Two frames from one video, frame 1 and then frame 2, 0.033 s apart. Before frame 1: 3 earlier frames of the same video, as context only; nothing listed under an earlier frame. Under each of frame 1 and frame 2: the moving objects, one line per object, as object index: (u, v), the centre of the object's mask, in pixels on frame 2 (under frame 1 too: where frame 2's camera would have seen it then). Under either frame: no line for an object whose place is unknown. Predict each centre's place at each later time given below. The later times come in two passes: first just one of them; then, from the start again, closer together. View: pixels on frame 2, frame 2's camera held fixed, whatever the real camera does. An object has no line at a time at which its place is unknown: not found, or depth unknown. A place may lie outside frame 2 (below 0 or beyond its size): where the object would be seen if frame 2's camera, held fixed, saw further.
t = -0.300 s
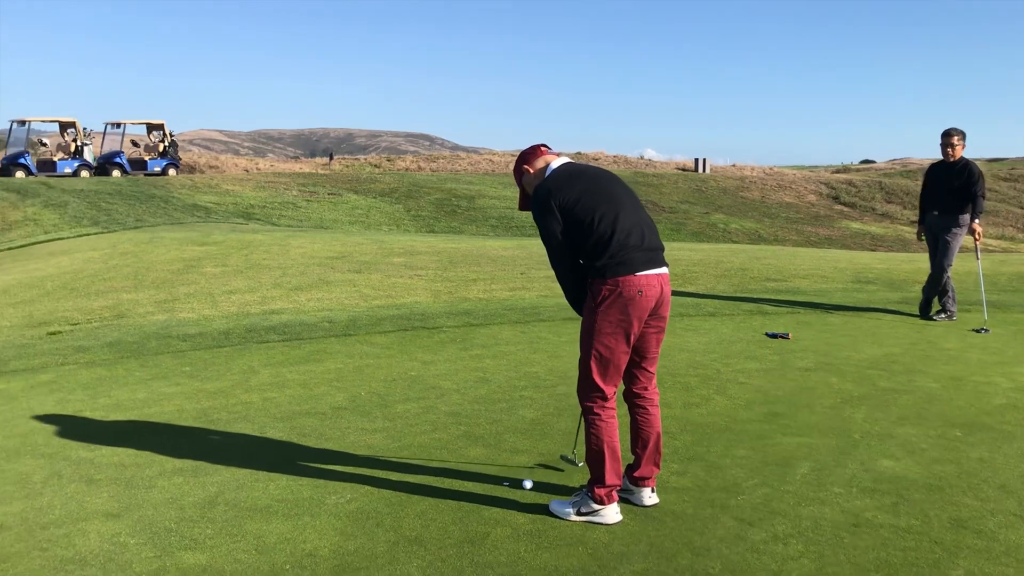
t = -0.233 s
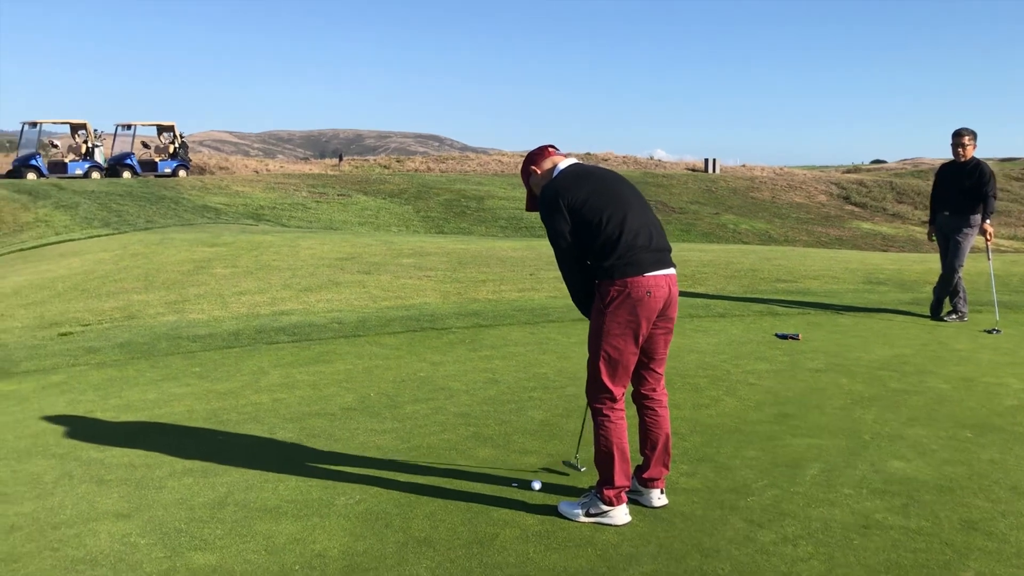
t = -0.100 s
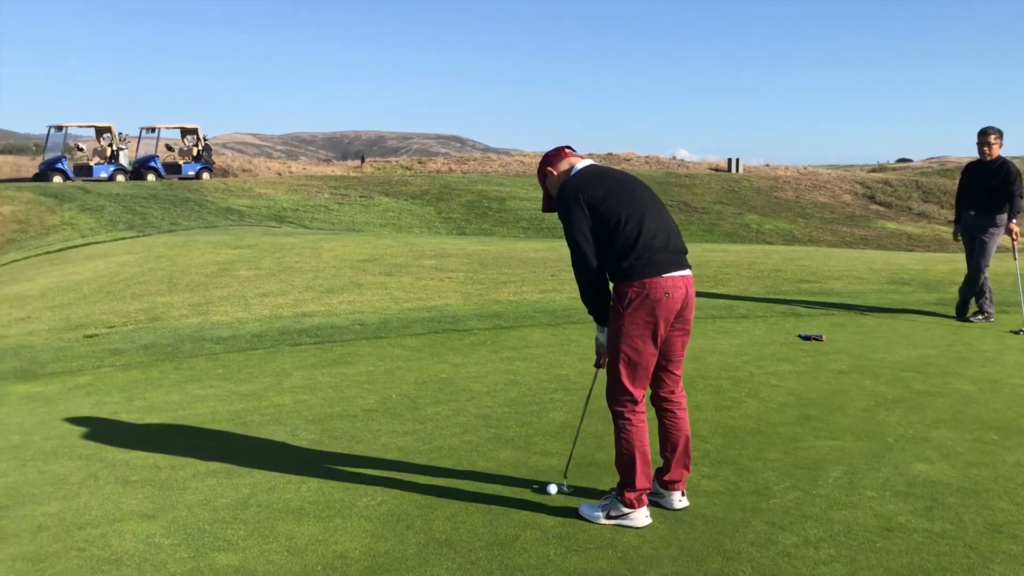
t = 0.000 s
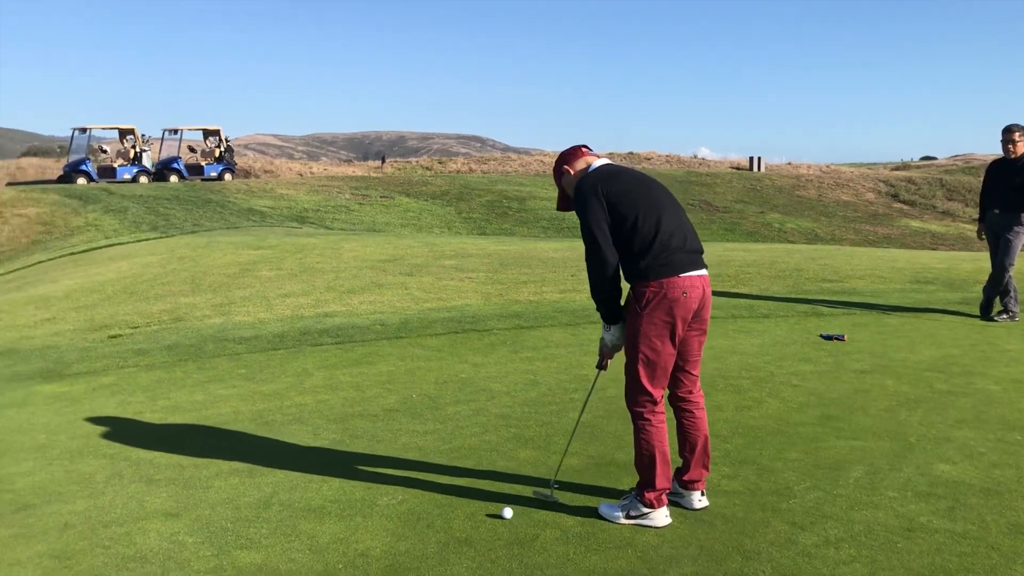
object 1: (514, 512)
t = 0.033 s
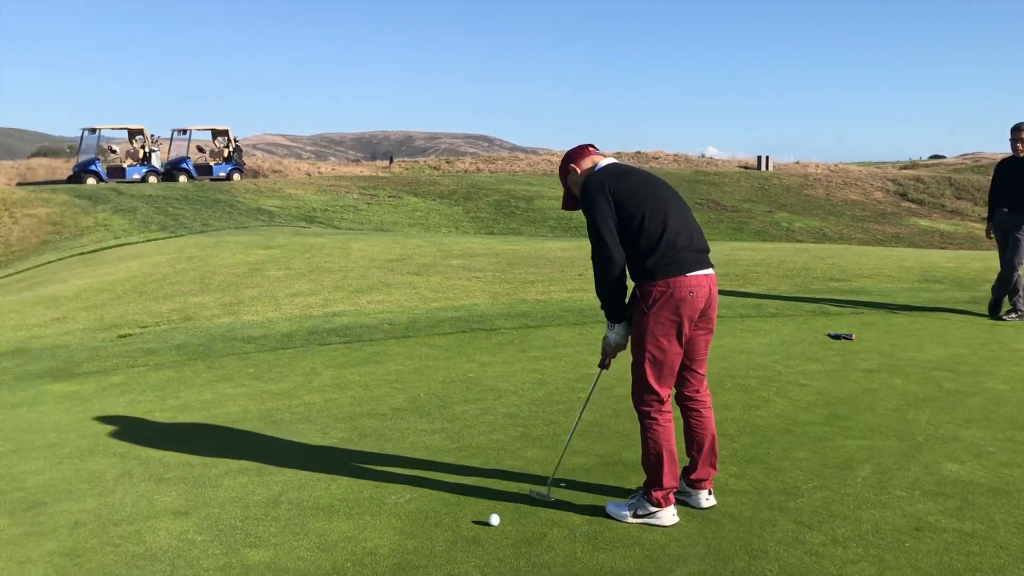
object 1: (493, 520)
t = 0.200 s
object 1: (392, 559)
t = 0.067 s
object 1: (473, 527)
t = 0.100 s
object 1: (453, 535)
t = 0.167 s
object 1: (413, 550)
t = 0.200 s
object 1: (392, 559)
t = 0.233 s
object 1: (371, 567)
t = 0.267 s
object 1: (349, 575)
